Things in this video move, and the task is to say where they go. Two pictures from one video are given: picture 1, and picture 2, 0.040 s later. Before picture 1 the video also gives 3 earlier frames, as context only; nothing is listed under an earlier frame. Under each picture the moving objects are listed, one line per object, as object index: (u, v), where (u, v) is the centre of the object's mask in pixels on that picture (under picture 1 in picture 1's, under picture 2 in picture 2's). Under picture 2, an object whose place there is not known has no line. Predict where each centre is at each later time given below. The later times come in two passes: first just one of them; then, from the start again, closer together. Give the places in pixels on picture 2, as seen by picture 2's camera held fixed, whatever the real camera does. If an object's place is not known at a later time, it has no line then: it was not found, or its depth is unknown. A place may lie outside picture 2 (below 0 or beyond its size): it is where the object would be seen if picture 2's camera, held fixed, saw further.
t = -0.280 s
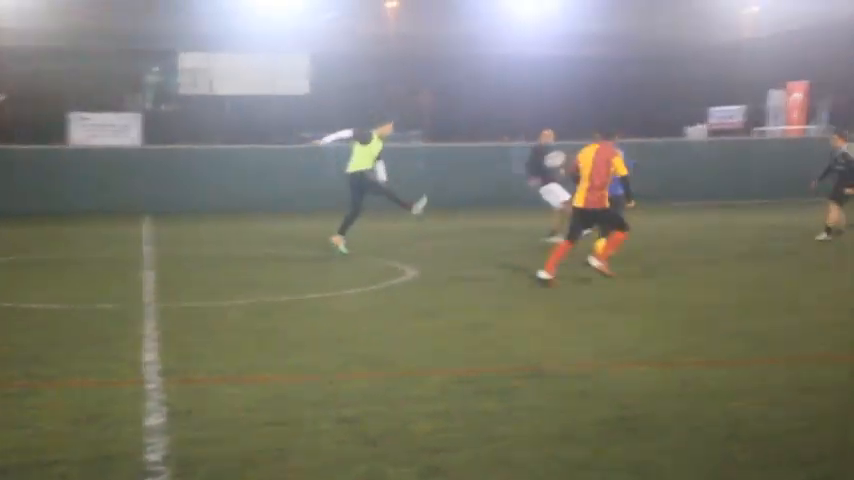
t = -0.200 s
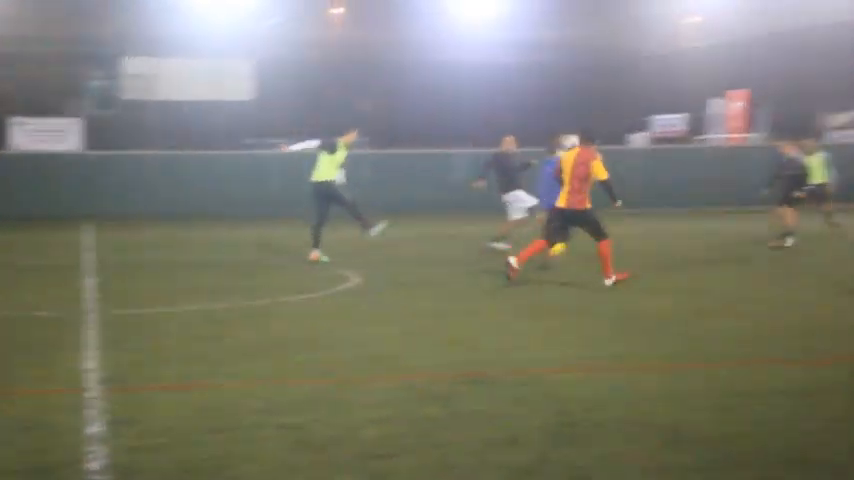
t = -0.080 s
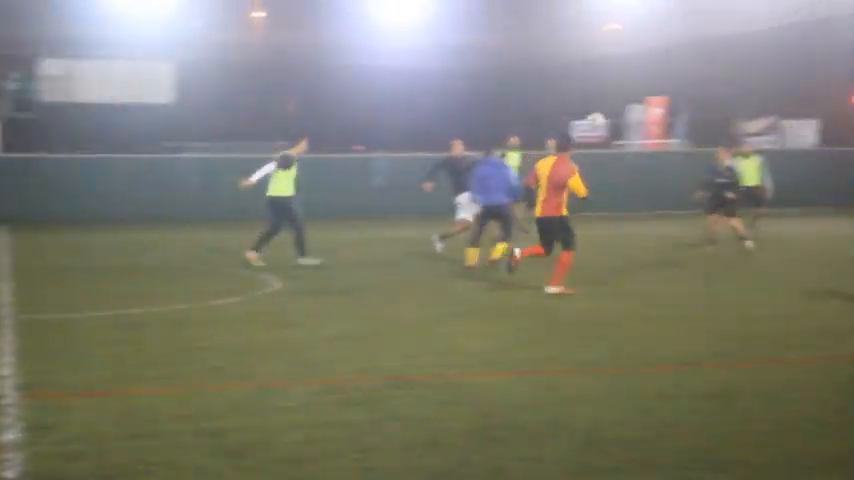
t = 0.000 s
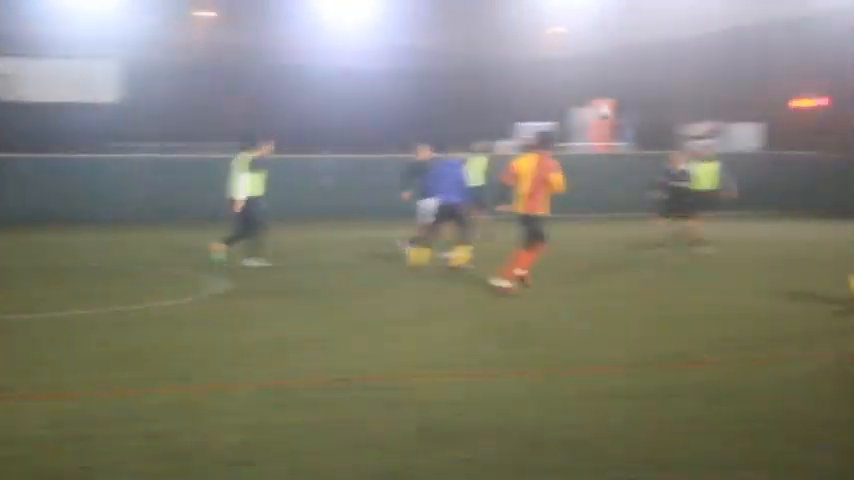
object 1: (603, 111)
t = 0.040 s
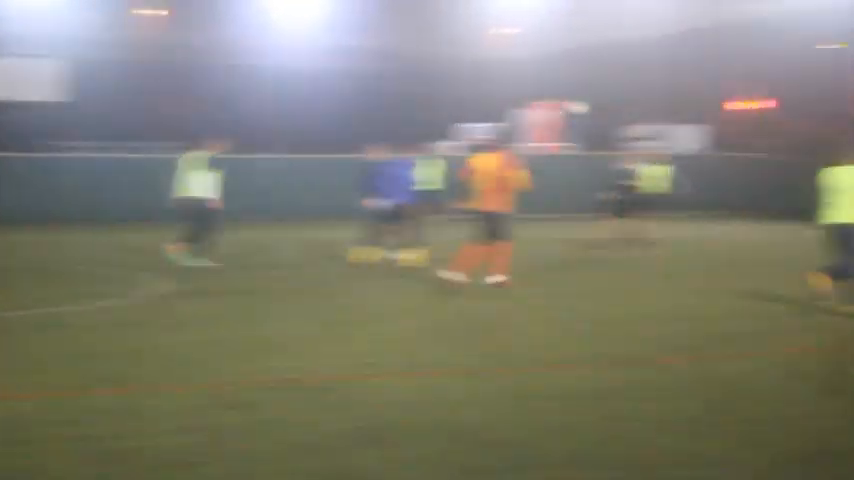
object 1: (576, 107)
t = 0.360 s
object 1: (765, 111)
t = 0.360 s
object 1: (765, 111)
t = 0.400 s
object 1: (787, 115)
